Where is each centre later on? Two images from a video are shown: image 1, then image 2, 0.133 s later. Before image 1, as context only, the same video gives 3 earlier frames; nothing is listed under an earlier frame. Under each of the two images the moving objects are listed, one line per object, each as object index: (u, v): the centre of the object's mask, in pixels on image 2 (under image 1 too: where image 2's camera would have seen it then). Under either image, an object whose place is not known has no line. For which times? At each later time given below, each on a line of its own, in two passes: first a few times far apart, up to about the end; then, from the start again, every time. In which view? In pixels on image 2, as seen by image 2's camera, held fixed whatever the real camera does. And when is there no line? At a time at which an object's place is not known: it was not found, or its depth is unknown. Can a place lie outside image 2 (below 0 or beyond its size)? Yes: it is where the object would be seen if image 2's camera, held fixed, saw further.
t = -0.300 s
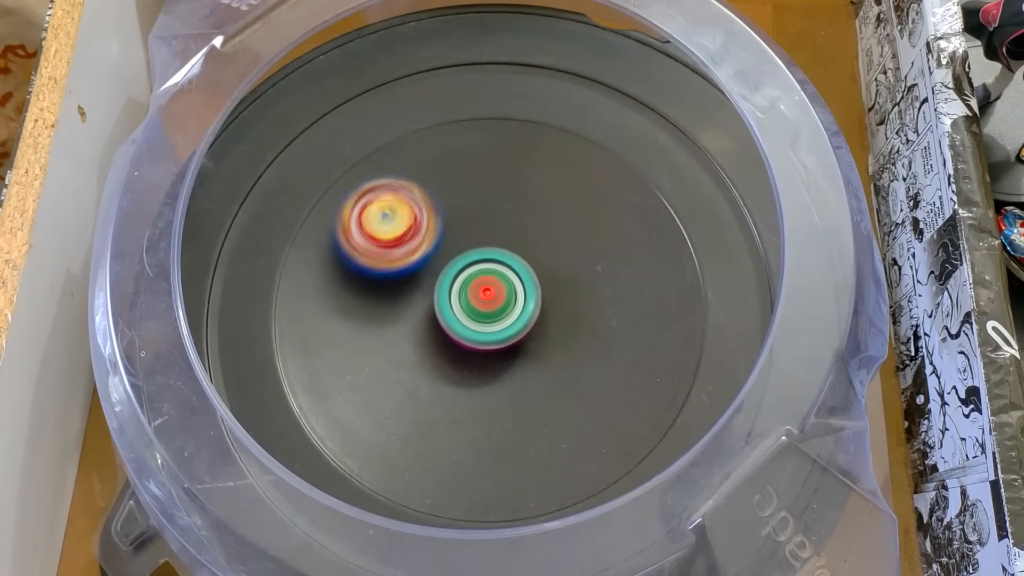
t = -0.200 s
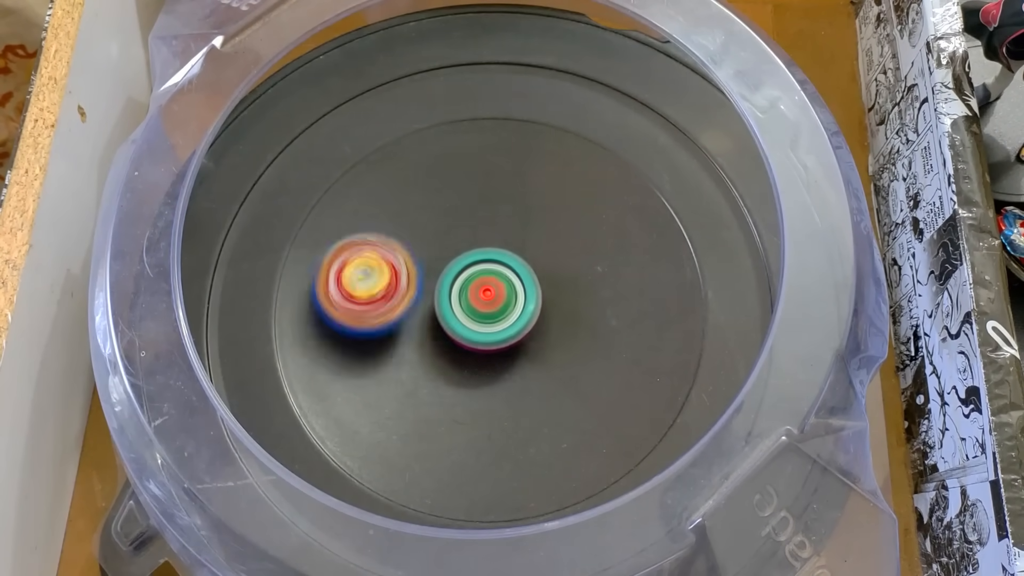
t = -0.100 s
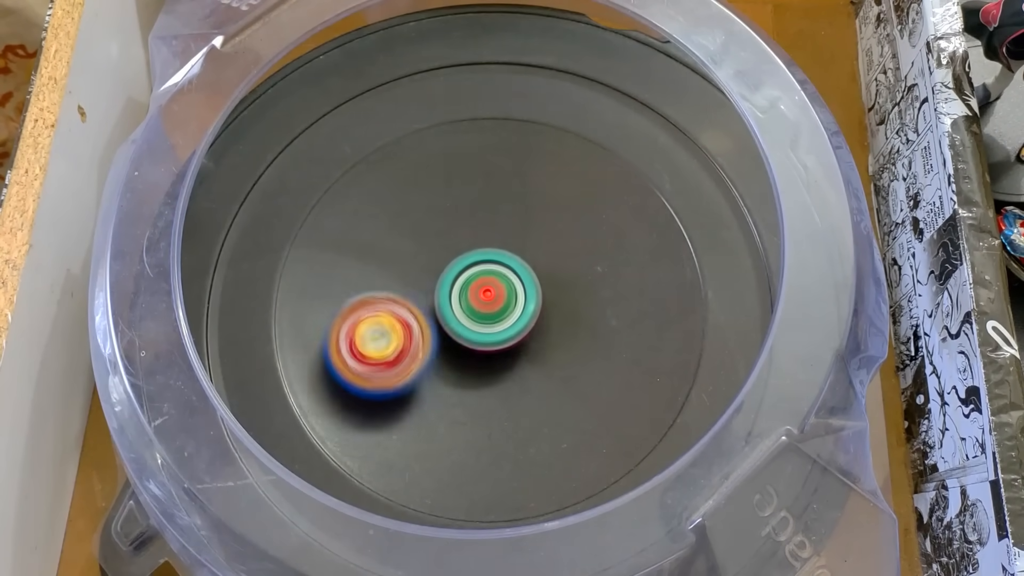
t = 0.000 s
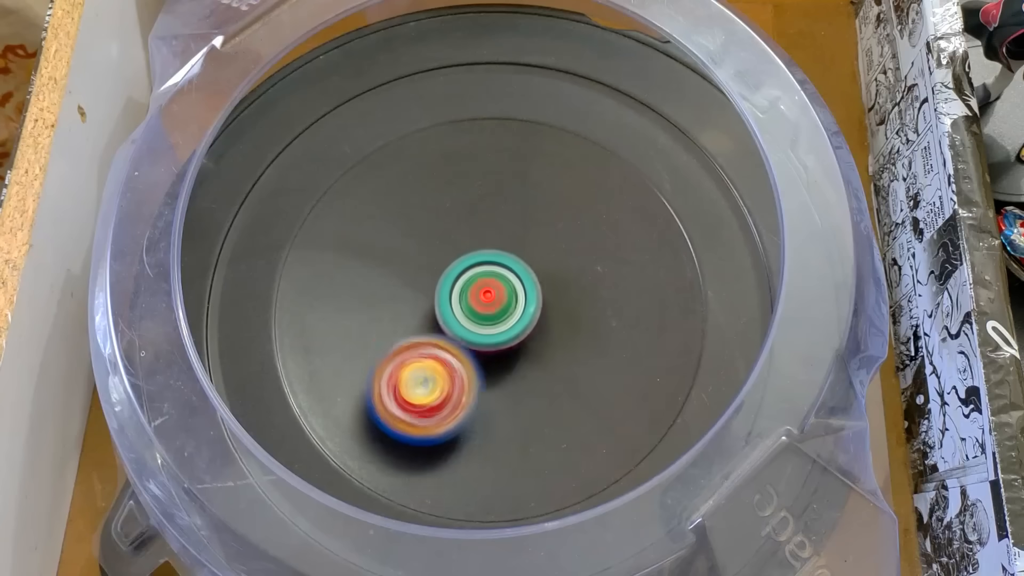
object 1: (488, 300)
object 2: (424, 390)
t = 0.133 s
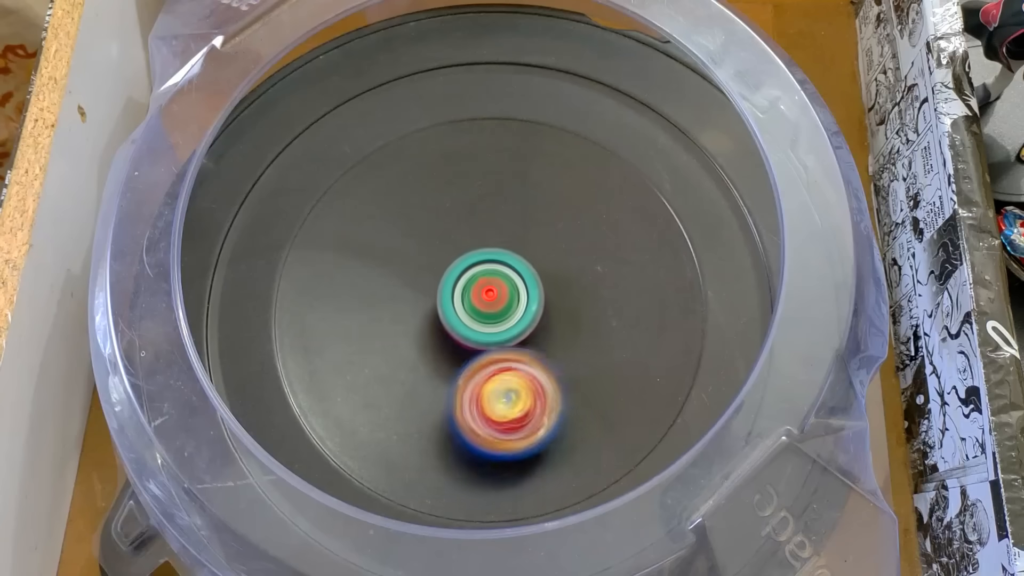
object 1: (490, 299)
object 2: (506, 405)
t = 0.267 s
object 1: (489, 300)
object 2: (578, 362)
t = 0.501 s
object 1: (480, 299)
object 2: (591, 245)
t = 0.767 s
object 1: (477, 320)
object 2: (467, 211)
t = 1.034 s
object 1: (559, 401)
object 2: (343, 235)
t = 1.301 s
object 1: (606, 379)
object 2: (318, 297)
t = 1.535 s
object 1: (575, 343)
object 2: (459, 339)
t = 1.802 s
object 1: (606, 323)
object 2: (456, 228)
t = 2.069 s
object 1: (528, 305)
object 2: (491, 198)
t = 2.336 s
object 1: (469, 338)
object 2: (514, 218)
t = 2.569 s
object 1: (380, 378)
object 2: (576, 261)
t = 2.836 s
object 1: (369, 376)
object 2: (604, 298)
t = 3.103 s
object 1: (401, 327)
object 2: (543, 344)
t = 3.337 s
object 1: (358, 207)
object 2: (547, 418)
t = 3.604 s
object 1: (373, 170)
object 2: (511, 411)
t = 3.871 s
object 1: (452, 192)
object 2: (478, 330)
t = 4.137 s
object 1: (601, 147)
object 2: (388, 406)
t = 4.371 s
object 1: (659, 162)
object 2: (457, 375)
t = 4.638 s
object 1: (708, 171)
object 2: (484, 293)
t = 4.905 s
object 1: (728, 218)
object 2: (486, 310)
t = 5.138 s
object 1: (718, 274)
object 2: (485, 310)
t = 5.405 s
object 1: (622, 304)
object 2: (489, 300)
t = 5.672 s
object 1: (538, 310)
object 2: (432, 282)
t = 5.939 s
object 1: (514, 306)
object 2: (426, 244)
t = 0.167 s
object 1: (490, 299)
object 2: (528, 399)
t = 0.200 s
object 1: (490, 300)
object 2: (547, 389)
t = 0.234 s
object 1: (490, 301)
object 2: (564, 377)
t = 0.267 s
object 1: (489, 300)
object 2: (578, 362)
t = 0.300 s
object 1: (485, 298)
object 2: (593, 348)
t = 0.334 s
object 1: (482, 297)
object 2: (604, 332)
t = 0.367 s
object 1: (481, 296)
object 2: (611, 314)
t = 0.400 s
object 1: (481, 297)
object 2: (613, 295)
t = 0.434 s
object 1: (481, 297)
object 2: (610, 277)
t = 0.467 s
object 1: (481, 299)
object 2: (602, 260)
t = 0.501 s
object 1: (480, 299)
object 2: (591, 245)
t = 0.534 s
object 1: (480, 300)
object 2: (576, 232)
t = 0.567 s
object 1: (481, 301)
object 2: (558, 222)
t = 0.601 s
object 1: (477, 305)
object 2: (545, 213)
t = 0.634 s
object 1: (472, 310)
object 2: (533, 205)
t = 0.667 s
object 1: (472, 315)
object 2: (520, 203)
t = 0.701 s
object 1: (473, 317)
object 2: (503, 202)
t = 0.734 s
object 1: (475, 318)
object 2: (484, 204)
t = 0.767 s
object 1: (477, 320)
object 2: (467, 211)
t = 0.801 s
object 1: (479, 320)
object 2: (451, 218)
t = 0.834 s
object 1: (482, 326)
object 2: (434, 225)
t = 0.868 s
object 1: (486, 330)
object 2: (422, 236)
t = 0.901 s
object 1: (490, 332)
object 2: (413, 250)
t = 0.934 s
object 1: (497, 338)
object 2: (402, 258)
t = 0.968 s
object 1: (520, 366)
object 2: (377, 244)
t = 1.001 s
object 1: (541, 387)
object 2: (357, 236)
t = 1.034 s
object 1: (559, 401)
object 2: (343, 235)
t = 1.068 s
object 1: (573, 408)
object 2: (331, 236)
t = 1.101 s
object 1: (583, 410)
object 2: (320, 238)
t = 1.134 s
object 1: (592, 407)
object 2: (308, 243)
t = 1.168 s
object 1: (598, 403)
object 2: (300, 253)
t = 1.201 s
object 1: (603, 398)
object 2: (297, 265)
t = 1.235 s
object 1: (605, 392)
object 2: (300, 277)
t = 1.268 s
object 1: (606, 385)
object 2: (308, 286)
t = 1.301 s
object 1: (606, 379)
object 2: (318, 297)
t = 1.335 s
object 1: (605, 374)
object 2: (332, 309)
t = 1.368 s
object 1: (602, 368)
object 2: (353, 319)
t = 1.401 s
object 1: (598, 363)
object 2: (375, 327)
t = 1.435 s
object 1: (593, 358)
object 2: (395, 332)
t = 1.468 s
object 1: (588, 353)
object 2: (417, 336)
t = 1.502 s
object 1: (582, 347)
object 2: (437, 338)
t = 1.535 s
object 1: (575, 343)
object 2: (459, 339)
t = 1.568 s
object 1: (595, 346)
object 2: (455, 321)
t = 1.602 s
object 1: (613, 348)
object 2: (442, 301)
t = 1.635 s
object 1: (623, 347)
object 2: (439, 284)
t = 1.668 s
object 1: (626, 342)
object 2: (440, 269)
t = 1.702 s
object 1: (624, 337)
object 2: (442, 256)
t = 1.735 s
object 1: (620, 332)
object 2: (446, 247)
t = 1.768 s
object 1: (613, 327)
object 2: (452, 238)
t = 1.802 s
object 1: (606, 323)
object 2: (456, 228)
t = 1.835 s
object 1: (598, 320)
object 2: (460, 221)
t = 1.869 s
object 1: (588, 316)
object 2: (467, 213)
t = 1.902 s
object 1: (579, 313)
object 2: (470, 205)
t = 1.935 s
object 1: (568, 311)
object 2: (474, 201)
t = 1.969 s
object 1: (558, 308)
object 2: (479, 198)
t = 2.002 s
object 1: (548, 307)
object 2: (482, 195)
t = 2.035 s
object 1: (538, 306)
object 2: (487, 197)
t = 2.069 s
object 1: (528, 305)
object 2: (491, 198)
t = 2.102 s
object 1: (518, 305)
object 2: (494, 203)
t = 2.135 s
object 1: (508, 313)
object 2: (500, 199)
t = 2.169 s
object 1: (500, 323)
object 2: (503, 196)
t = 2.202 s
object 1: (492, 330)
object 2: (505, 197)
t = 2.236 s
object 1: (486, 333)
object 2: (508, 199)
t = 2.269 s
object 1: (479, 335)
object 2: (509, 203)
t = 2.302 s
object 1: (474, 337)
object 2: (512, 211)
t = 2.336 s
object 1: (469, 338)
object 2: (514, 218)
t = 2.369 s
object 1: (464, 339)
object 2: (516, 231)
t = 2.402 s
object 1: (459, 340)
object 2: (519, 241)
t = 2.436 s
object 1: (454, 340)
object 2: (521, 252)
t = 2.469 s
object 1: (446, 342)
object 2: (528, 261)
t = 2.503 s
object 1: (417, 357)
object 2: (551, 258)
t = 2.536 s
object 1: (395, 369)
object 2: (565, 260)
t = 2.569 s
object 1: (380, 378)
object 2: (576, 261)
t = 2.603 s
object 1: (371, 384)
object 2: (583, 263)
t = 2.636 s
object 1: (365, 388)
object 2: (591, 266)
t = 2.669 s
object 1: (362, 389)
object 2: (596, 269)
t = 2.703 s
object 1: (361, 389)
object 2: (602, 275)
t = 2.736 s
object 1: (361, 387)
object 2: (605, 278)
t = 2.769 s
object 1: (364, 385)
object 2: (607, 286)
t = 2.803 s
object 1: (366, 380)
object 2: (607, 290)
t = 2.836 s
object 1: (369, 376)
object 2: (604, 298)
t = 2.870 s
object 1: (372, 371)
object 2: (603, 303)
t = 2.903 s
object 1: (376, 366)
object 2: (596, 310)
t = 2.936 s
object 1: (379, 360)
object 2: (591, 318)
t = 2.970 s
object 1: (384, 354)
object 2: (582, 323)
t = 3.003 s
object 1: (388, 347)
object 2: (574, 332)
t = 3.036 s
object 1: (392, 340)
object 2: (564, 334)
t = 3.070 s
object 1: (397, 334)
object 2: (553, 342)
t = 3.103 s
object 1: (401, 327)
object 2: (543, 344)
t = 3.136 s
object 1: (406, 320)
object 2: (530, 350)
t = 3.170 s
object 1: (410, 312)
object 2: (521, 353)
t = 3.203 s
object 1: (401, 292)
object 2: (521, 366)
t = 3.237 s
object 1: (382, 262)
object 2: (538, 387)
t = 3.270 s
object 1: (370, 238)
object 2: (543, 402)
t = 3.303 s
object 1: (362, 220)
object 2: (546, 409)
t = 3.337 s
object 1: (358, 207)
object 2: (547, 418)
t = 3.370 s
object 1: (355, 198)
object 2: (546, 420)
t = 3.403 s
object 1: (354, 191)
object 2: (545, 426)
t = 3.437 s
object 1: (354, 184)
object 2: (539, 426)
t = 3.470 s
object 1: (355, 178)
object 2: (538, 428)
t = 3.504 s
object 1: (357, 174)
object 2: (531, 429)
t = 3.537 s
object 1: (361, 172)
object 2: (526, 424)
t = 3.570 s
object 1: (366, 171)
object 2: (517, 422)
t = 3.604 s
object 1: (373, 170)
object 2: (511, 411)
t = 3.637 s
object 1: (381, 171)
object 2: (504, 406)
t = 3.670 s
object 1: (389, 171)
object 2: (496, 396)
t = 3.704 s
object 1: (398, 173)
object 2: (494, 387)
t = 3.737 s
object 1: (408, 175)
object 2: (488, 377)
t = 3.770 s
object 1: (418, 179)
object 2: (487, 363)
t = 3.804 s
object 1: (430, 183)
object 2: (483, 354)
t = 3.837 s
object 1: (441, 188)
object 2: (481, 340)
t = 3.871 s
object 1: (452, 192)
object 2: (478, 330)
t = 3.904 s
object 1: (463, 197)
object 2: (472, 314)
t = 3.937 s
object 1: (475, 201)
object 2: (467, 304)
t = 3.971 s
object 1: (499, 184)
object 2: (442, 322)
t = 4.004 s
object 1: (526, 169)
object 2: (417, 346)
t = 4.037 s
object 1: (547, 158)
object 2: (397, 368)
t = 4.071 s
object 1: (568, 154)
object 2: (389, 385)
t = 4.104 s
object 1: (585, 147)
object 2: (386, 397)
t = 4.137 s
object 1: (601, 147)
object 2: (388, 406)
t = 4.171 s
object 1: (612, 145)
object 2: (392, 410)
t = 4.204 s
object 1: (622, 149)
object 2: (397, 409)
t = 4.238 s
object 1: (630, 151)
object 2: (406, 407)
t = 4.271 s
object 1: (637, 155)
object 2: (417, 402)
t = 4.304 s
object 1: (643, 158)
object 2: (428, 396)
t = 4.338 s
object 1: (652, 161)
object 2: (442, 387)
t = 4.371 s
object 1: (659, 162)
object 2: (457, 375)
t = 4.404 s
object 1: (670, 163)
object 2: (468, 361)
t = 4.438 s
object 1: (679, 163)
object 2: (475, 344)
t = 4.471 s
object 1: (689, 161)
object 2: (479, 326)
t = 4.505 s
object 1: (697, 162)
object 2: (480, 311)
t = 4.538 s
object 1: (705, 162)
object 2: (480, 300)
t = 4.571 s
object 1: (709, 163)
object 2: (481, 294)
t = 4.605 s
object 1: (708, 167)
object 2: (482, 292)
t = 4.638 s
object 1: (708, 171)
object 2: (484, 293)
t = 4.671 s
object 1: (708, 174)
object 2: (486, 295)
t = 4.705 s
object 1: (710, 178)
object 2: (487, 296)
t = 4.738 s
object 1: (714, 184)
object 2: (488, 298)
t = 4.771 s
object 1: (718, 192)
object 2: (489, 301)
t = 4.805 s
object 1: (722, 196)
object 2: (488, 303)
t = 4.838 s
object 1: (724, 205)
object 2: (488, 306)
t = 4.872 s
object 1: (727, 212)
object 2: (488, 308)
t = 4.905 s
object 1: (728, 218)
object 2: (486, 310)
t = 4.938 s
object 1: (729, 227)
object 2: (484, 312)
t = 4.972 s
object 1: (729, 235)
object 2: (482, 313)
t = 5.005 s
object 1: (729, 242)
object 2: (481, 313)
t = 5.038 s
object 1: (727, 250)
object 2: (481, 313)
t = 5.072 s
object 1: (725, 259)
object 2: (482, 313)
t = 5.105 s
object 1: (723, 266)
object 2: (483, 312)
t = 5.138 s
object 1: (718, 274)
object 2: (485, 310)
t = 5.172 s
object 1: (713, 281)
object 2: (487, 309)
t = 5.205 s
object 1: (708, 288)
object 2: (488, 307)
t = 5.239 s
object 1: (698, 294)
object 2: (489, 305)
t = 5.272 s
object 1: (687, 299)
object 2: (489, 304)
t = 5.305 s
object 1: (674, 302)
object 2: (488, 302)
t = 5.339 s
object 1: (656, 303)
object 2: (489, 301)
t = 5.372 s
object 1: (641, 302)
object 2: (489, 301)
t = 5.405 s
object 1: (622, 304)
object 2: (489, 300)
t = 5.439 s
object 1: (603, 303)
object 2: (489, 298)
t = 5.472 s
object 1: (593, 306)
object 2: (481, 294)
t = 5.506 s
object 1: (584, 310)
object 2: (469, 289)
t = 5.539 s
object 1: (571, 312)
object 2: (460, 287)
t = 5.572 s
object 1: (558, 311)
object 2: (451, 286)
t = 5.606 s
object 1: (549, 310)
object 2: (445, 286)
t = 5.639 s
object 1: (544, 311)
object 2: (438, 284)
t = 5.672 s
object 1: (538, 310)
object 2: (432, 282)
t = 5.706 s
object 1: (533, 308)
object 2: (427, 276)
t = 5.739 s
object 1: (526, 305)
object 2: (424, 271)
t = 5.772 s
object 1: (523, 305)
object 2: (423, 263)
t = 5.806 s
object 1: (521, 305)
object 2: (424, 257)
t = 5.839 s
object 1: (518, 304)
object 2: (426, 252)
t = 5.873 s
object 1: (515, 303)
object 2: (427, 249)
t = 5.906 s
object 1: (514, 304)
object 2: (427, 247)
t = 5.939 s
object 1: (514, 306)
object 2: (426, 244)
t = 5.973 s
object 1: (512, 306)
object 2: (427, 244)
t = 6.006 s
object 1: (510, 306)
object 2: (429, 246)
